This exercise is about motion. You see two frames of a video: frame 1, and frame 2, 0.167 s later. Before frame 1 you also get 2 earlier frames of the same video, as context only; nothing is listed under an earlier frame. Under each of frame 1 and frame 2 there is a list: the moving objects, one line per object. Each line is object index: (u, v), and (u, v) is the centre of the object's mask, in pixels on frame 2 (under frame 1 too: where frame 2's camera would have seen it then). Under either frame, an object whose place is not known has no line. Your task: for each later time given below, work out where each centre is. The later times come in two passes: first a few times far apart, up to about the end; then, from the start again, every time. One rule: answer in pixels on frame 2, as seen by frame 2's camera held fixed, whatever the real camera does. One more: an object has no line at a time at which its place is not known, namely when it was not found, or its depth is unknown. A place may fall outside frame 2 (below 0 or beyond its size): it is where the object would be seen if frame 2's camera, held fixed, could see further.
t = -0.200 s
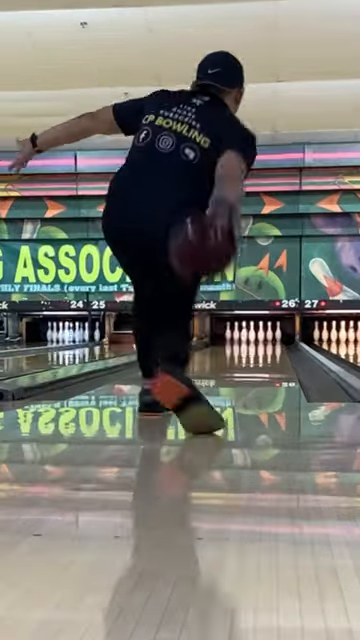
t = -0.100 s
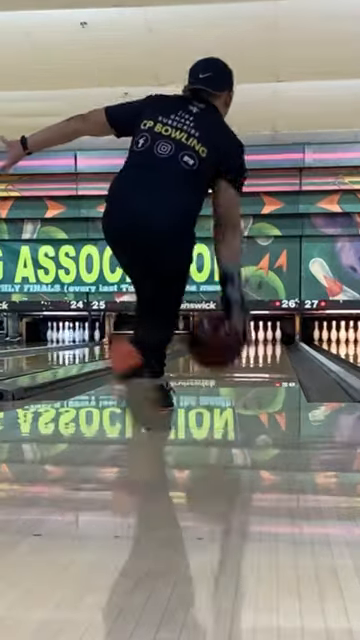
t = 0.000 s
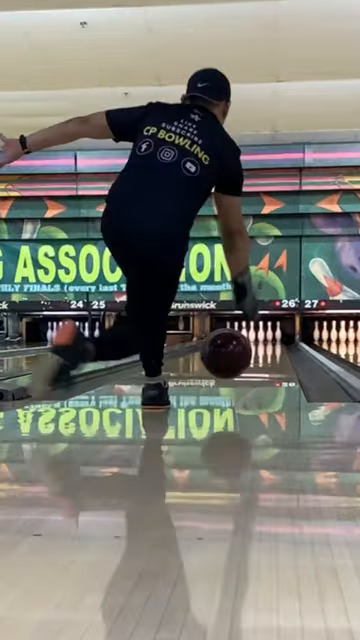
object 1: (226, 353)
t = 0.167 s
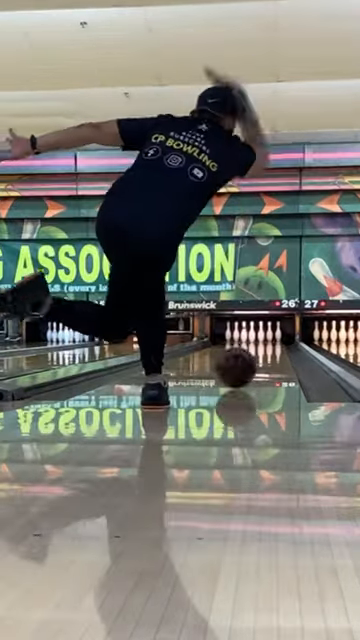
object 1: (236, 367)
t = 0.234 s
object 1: (239, 365)
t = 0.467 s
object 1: (246, 357)
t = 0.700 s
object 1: (252, 352)
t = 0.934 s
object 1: (255, 347)
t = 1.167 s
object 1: (257, 345)
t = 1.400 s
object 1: (259, 343)
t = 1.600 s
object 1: (260, 341)
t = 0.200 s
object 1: (237, 365)
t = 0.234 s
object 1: (239, 365)
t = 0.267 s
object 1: (240, 363)
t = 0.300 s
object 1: (241, 362)
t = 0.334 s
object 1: (243, 361)
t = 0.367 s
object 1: (244, 360)
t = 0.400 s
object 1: (245, 358)
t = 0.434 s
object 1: (246, 358)
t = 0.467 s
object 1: (246, 357)
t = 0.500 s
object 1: (247, 356)
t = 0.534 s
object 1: (248, 356)
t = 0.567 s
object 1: (249, 355)
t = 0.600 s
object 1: (250, 354)
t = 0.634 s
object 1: (251, 353)
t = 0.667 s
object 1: (251, 352)
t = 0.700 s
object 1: (252, 352)
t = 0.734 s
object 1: (252, 351)
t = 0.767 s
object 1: (252, 350)
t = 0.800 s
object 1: (253, 350)
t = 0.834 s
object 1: (254, 349)
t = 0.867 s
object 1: (254, 349)
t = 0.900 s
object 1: (255, 348)
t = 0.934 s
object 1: (255, 347)
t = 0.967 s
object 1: (255, 347)
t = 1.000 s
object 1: (256, 346)
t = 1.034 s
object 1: (256, 346)
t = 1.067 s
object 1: (256, 346)
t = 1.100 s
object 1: (256, 345)
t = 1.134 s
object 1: (257, 345)
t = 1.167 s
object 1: (257, 345)
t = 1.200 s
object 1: (257, 344)
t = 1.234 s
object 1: (258, 344)
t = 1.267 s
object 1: (258, 344)
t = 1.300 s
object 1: (258, 344)
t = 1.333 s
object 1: (259, 343)
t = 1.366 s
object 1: (259, 343)
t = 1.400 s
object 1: (259, 343)
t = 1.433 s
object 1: (259, 343)
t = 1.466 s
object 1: (259, 342)
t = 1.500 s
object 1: (260, 342)
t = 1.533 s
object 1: (260, 341)
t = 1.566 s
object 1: (260, 341)
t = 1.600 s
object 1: (260, 341)
